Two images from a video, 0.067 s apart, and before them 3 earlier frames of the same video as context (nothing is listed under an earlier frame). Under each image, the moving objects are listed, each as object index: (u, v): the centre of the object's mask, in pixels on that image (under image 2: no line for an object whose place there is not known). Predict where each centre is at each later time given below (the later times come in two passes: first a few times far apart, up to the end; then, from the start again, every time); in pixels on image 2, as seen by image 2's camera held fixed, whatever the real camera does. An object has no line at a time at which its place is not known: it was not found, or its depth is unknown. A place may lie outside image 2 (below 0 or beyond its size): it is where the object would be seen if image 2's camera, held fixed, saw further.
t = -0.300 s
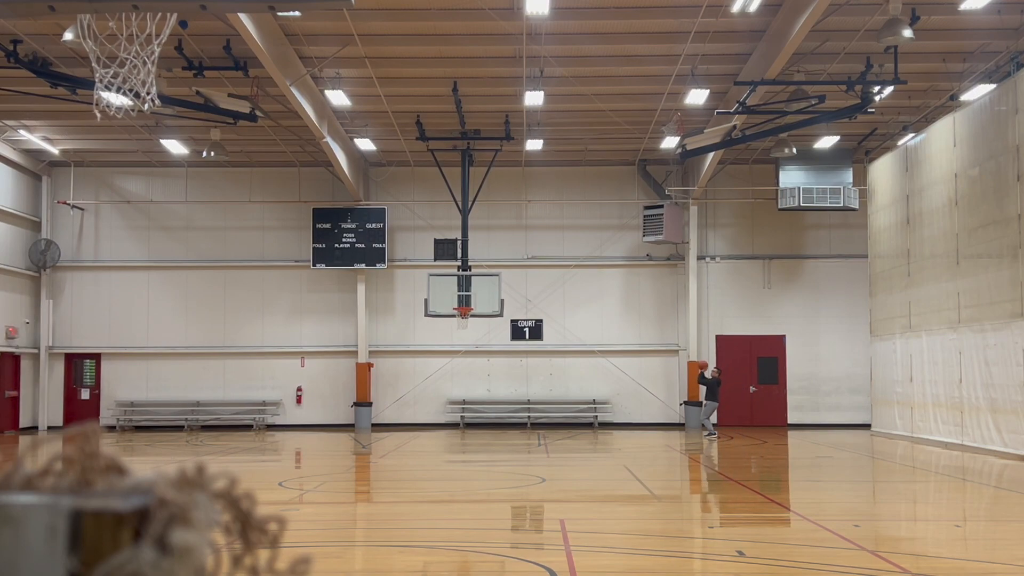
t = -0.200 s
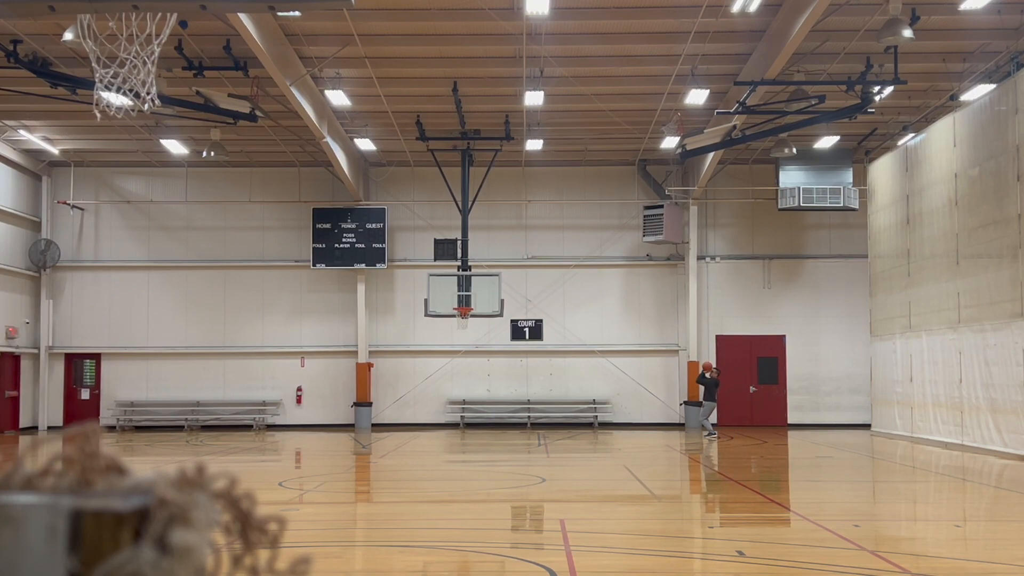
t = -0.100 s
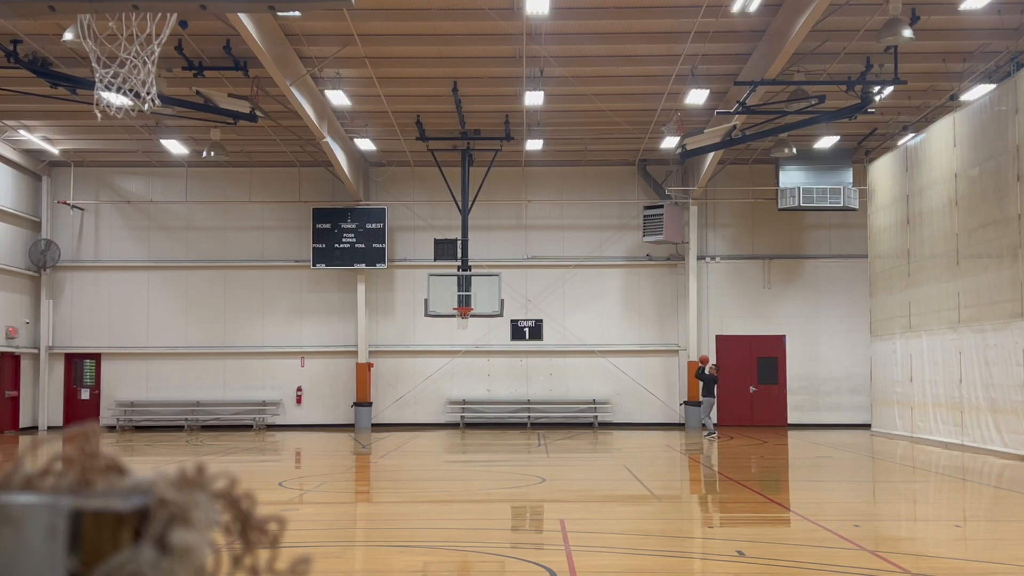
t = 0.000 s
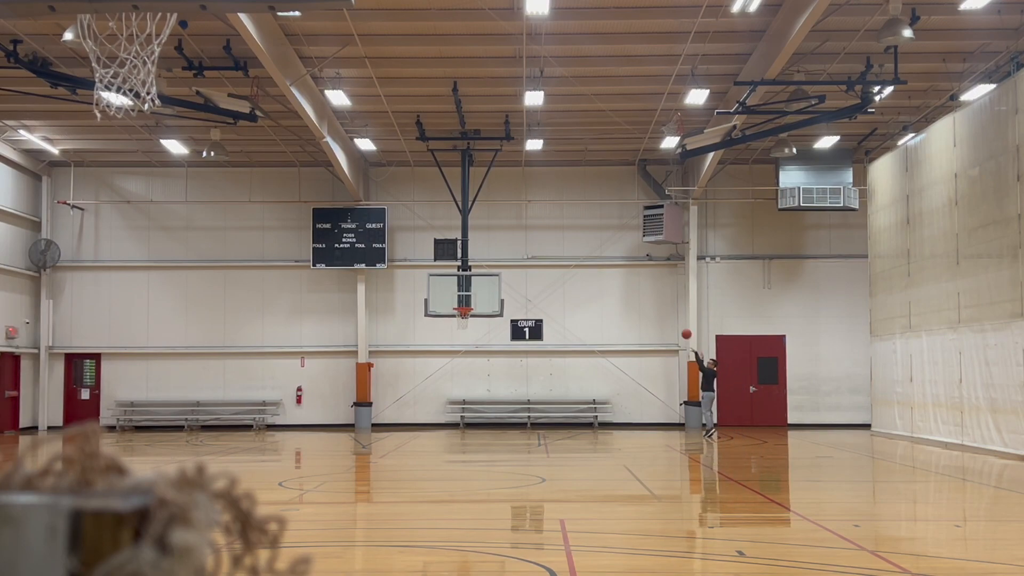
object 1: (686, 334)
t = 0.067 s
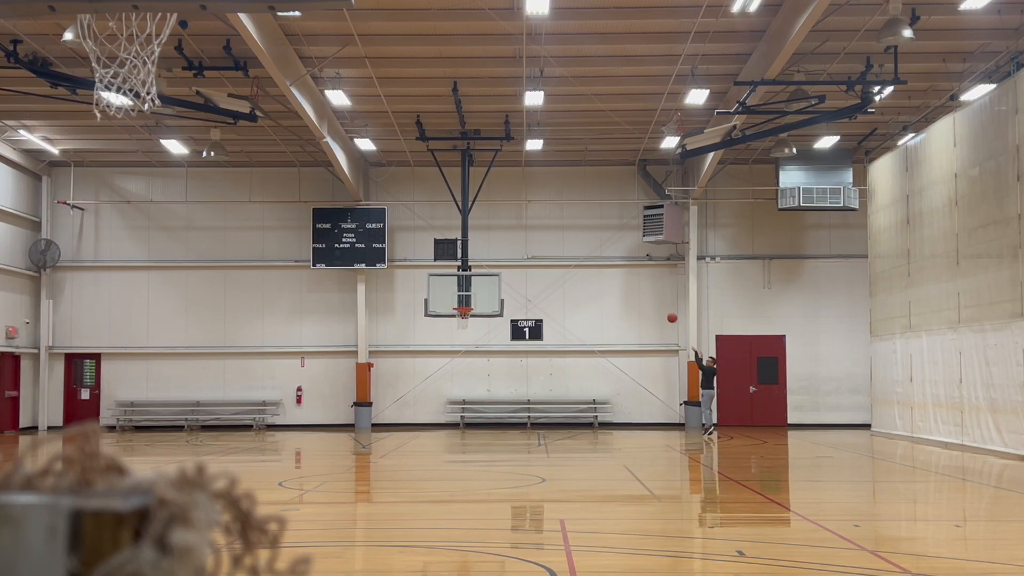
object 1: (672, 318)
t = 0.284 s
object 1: (627, 279)
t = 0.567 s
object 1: (572, 258)
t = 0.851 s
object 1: (518, 269)
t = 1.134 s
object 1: (473, 300)
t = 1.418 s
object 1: (472, 267)
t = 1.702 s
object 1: (471, 265)
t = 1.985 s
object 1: (470, 296)
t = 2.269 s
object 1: (466, 278)
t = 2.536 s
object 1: (463, 276)
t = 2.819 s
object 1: (459, 304)
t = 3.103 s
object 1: (469, 293)
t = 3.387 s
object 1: (478, 313)
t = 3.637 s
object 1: (486, 359)
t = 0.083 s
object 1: (668, 314)
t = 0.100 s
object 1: (665, 311)
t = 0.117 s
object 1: (661, 307)
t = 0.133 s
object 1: (658, 304)
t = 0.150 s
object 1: (654, 300)
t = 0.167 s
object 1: (651, 297)
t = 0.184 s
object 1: (647, 294)
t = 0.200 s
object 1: (644, 291)
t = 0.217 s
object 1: (641, 289)
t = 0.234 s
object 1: (637, 286)
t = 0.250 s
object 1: (634, 284)
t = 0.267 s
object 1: (630, 281)
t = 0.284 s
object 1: (627, 279)
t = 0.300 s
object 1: (624, 277)
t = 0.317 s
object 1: (620, 275)
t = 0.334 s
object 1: (617, 273)
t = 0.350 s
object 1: (614, 271)
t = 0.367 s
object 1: (611, 269)
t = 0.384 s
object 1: (607, 268)
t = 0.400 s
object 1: (604, 266)
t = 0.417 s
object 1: (601, 265)
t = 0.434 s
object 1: (597, 264)
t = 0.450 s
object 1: (594, 263)
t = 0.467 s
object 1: (591, 262)
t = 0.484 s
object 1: (588, 261)
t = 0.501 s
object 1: (584, 260)
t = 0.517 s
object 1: (581, 259)
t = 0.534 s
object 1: (578, 259)
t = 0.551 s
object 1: (575, 258)
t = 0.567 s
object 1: (572, 258)
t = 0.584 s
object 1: (568, 258)
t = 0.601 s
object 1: (565, 258)
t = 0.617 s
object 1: (562, 258)
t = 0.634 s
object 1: (559, 258)
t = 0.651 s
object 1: (556, 258)
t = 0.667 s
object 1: (553, 258)
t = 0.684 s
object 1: (550, 259)
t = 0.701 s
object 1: (547, 259)
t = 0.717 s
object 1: (543, 260)
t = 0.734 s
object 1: (540, 261)
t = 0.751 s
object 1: (537, 261)
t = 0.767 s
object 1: (534, 262)
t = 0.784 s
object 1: (531, 264)
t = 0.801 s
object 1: (528, 265)
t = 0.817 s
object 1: (524, 266)
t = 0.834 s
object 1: (521, 268)
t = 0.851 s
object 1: (518, 269)
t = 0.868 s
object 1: (515, 271)
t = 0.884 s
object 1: (512, 273)
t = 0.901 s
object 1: (509, 274)
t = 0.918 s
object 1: (506, 276)
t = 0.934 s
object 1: (503, 278)
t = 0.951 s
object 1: (500, 281)
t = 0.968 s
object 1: (497, 283)
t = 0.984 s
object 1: (494, 285)
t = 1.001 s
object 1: (491, 288)
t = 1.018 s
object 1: (488, 290)
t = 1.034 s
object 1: (485, 293)
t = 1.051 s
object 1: (482, 296)
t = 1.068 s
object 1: (479, 299)
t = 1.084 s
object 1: (476, 302)
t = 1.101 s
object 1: (474, 304)
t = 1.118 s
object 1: (474, 303)
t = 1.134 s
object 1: (473, 300)
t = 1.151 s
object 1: (473, 297)
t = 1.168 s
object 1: (473, 294)
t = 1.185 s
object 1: (473, 291)
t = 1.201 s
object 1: (473, 289)
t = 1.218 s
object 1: (473, 286)
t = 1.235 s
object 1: (473, 284)
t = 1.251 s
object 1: (473, 282)
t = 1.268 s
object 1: (473, 280)
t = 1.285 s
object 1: (473, 278)
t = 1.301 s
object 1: (473, 276)
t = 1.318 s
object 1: (473, 275)
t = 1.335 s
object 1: (473, 273)
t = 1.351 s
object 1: (473, 271)
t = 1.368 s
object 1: (473, 270)
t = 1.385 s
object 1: (472, 269)
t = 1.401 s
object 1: (472, 268)
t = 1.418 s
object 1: (472, 267)
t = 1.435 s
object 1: (472, 266)
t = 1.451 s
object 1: (472, 265)
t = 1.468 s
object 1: (472, 264)
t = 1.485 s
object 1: (472, 264)
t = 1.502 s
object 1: (472, 263)
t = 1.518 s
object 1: (472, 263)
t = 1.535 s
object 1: (472, 263)
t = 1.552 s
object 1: (472, 263)
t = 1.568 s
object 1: (472, 263)
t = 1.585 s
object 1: (472, 263)
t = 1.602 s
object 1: (472, 263)
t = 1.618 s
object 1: (472, 263)
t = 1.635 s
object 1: (472, 263)
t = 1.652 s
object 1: (472, 263)
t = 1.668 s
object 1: (471, 264)
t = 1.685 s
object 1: (471, 265)
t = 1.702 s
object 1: (471, 265)
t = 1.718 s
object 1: (471, 266)
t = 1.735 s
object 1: (471, 267)
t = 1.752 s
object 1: (471, 269)
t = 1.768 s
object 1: (471, 270)
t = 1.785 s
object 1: (471, 271)
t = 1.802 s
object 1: (471, 273)
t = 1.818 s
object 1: (471, 274)
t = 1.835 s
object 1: (471, 276)
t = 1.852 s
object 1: (471, 278)
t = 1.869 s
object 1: (471, 280)
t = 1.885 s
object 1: (470, 282)
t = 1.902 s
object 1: (470, 284)
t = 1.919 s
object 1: (470, 286)
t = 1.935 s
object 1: (470, 289)
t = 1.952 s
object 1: (470, 291)
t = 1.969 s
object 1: (470, 294)
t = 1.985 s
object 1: (470, 296)
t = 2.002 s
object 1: (470, 299)
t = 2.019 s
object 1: (470, 302)
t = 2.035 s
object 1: (470, 304)
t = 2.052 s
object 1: (469, 302)
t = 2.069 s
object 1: (469, 300)
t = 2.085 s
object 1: (469, 298)
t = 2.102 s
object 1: (469, 295)
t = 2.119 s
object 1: (469, 293)
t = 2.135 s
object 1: (469, 290)
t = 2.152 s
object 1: (468, 289)
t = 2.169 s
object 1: (468, 287)
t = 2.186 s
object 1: (467, 285)
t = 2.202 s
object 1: (467, 283)
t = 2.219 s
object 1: (467, 282)
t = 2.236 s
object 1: (467, 281)
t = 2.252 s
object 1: (467, 280)
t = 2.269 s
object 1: (466, 278)
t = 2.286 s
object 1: (466, 277)
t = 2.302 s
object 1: (466, 277)
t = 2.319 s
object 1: (466, 276)
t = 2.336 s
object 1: (465, 275)
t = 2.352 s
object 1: (466, 275)
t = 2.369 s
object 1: (465, 274)
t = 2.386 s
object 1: (465, 274)
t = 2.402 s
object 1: (465, 274)
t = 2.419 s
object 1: (465, 274)
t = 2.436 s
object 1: (465, 274)
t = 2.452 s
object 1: (464, 274)
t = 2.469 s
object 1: (464, 274)
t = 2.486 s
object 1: (464, 274)
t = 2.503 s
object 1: (464, 275)
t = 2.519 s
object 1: (464, 275)
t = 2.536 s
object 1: (463, 276)
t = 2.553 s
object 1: (463, 276)
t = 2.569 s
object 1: (463, 277)
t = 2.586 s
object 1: (462, 279)
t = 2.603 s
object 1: (462, 280)
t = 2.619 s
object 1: (462, 281)
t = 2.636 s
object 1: (462, 282)
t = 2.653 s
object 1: (462, 284)
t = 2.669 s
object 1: (461, 286)
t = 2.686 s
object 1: (461, 287)
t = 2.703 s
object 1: (461, 289)
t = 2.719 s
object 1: (460, 291)
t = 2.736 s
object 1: (460, 293)
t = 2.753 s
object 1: (460, 295)
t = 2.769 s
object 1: (460, 297)
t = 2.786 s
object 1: (460, 300)
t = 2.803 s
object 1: (460, 303)
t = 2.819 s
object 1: (459, 304)
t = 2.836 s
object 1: (460, 303)
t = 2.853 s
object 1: (460, 302)
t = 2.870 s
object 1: (461, 300)
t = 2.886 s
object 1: (462, 299)
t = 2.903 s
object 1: (462, 298)
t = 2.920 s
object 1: (463, 297)
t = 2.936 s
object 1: (463, 296)
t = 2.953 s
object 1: (464, 295)
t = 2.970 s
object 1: (465, 294)
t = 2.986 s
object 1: (465, 294)
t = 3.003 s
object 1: (466, 293)
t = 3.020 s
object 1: (466, 293)
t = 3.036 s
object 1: (467, 293)
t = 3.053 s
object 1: (467, 293)
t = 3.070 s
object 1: (468, 293)
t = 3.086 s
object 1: (468, 293)
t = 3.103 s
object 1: (469, 293)
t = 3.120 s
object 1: (469, 293)
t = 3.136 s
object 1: (470, 293)
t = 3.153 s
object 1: (470, 294)
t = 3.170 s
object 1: (471, 294)
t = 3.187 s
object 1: (471, 295)
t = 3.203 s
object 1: (472, 296)
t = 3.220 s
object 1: (472, 297)
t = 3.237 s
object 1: (473, 298)
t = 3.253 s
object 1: (474, 299)
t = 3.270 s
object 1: (474, 300)
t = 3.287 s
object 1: (475, 302)
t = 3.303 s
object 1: (475, 303)
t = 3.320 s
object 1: (476, 305)
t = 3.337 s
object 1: (476, 307)
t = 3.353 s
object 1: (477, 309)
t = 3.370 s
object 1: (477, 311)
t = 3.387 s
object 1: (478, 313)
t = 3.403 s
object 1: (478, 315)
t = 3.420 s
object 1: (479, 317)
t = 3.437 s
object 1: (480, 320)
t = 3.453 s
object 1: (480, 322)
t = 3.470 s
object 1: (481, 325)
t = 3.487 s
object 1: (481, 328)
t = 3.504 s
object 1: (482, 331)
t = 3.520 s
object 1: (482, 334)
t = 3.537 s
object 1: (483, 337)
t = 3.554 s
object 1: (483, 341)
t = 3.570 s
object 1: (484, 344)
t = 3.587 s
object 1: (484, 348)
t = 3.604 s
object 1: (485, 351)
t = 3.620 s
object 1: (485, 356)
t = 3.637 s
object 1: (486, 359)
